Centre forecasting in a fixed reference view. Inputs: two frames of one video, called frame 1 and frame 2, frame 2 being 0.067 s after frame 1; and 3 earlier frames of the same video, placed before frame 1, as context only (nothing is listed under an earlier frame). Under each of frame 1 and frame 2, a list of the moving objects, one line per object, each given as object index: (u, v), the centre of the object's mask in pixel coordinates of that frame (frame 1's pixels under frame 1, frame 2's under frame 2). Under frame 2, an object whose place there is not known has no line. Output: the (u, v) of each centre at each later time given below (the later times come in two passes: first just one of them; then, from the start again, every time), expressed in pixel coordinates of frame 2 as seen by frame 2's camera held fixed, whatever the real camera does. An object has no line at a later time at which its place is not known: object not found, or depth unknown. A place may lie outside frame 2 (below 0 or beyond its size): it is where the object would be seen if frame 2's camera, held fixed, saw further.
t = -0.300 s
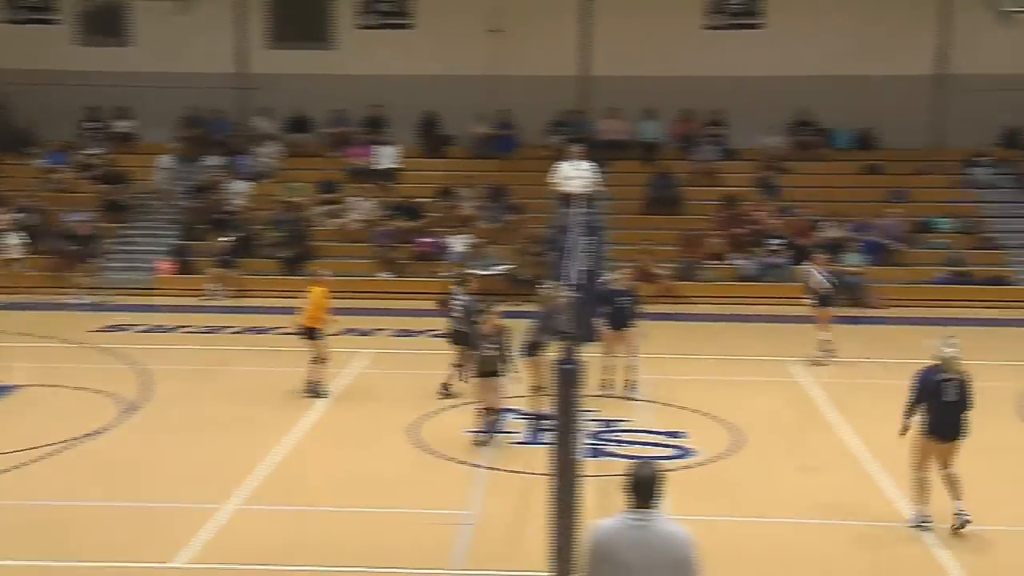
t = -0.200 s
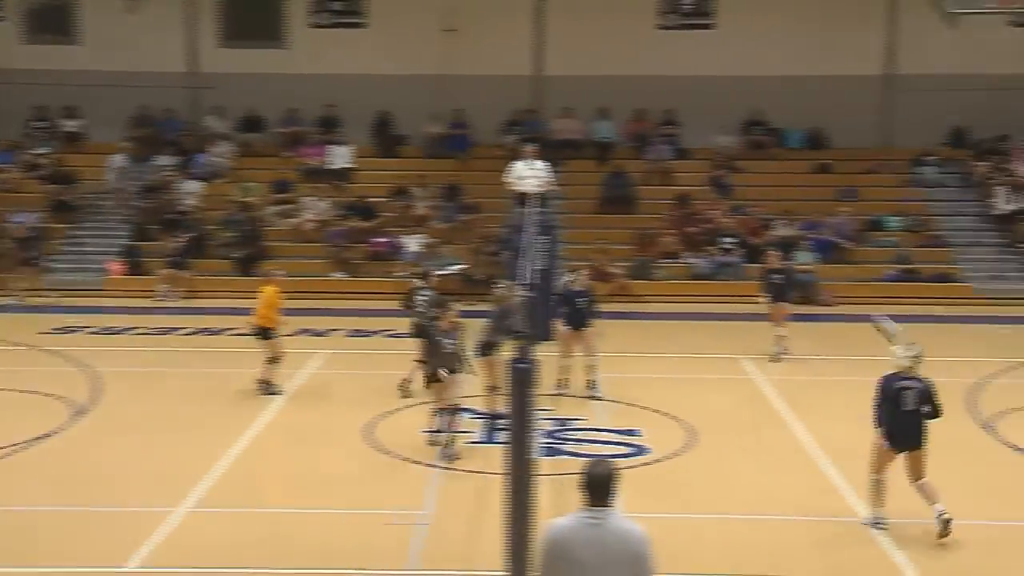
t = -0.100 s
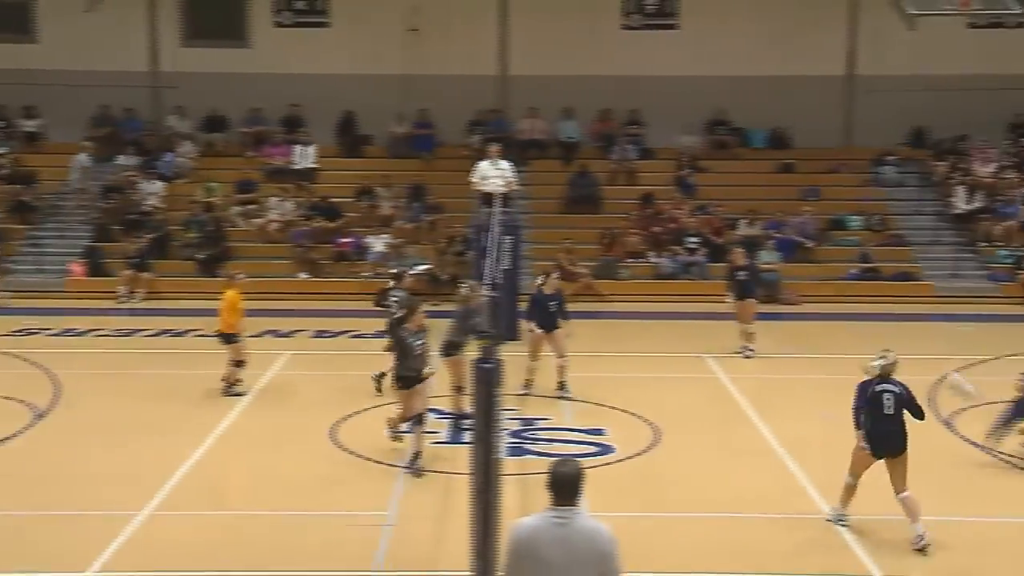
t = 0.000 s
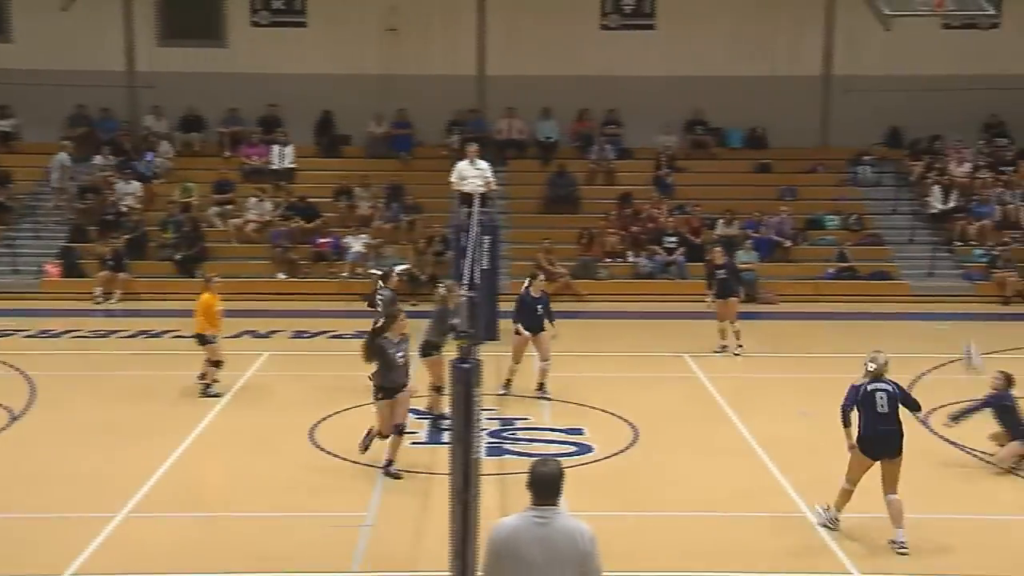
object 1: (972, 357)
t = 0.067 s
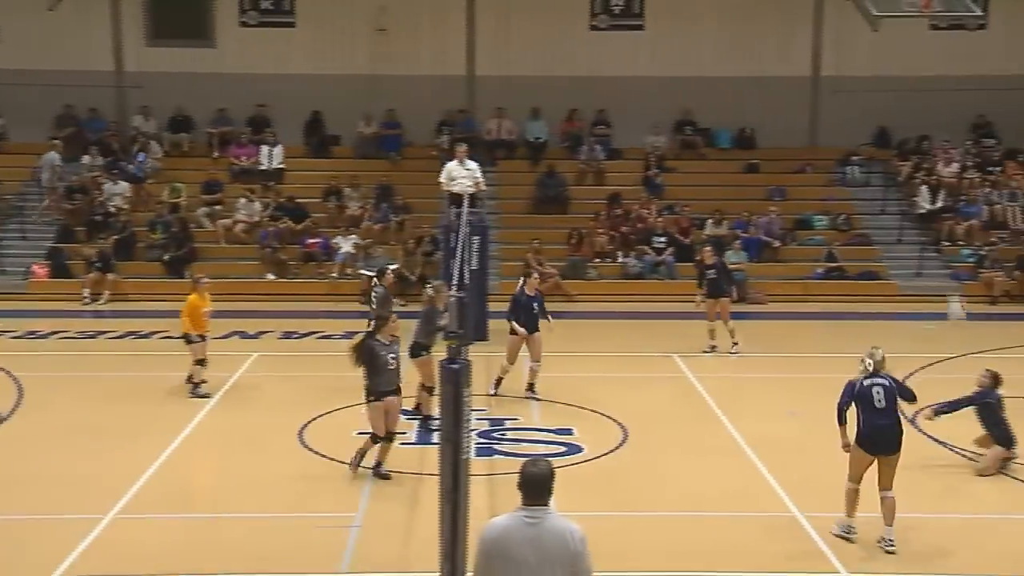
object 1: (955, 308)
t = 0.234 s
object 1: (954, 209)
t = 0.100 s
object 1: (955, 287)
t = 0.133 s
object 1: (956, 267)
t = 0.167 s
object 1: (953, 249)
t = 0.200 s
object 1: (953, 229)
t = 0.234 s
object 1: (954, 209)
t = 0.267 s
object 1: (953, 195)
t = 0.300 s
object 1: (954, 177)
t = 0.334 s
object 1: (948, 164)
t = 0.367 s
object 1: (949, 149)
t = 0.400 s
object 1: (949, 137)
